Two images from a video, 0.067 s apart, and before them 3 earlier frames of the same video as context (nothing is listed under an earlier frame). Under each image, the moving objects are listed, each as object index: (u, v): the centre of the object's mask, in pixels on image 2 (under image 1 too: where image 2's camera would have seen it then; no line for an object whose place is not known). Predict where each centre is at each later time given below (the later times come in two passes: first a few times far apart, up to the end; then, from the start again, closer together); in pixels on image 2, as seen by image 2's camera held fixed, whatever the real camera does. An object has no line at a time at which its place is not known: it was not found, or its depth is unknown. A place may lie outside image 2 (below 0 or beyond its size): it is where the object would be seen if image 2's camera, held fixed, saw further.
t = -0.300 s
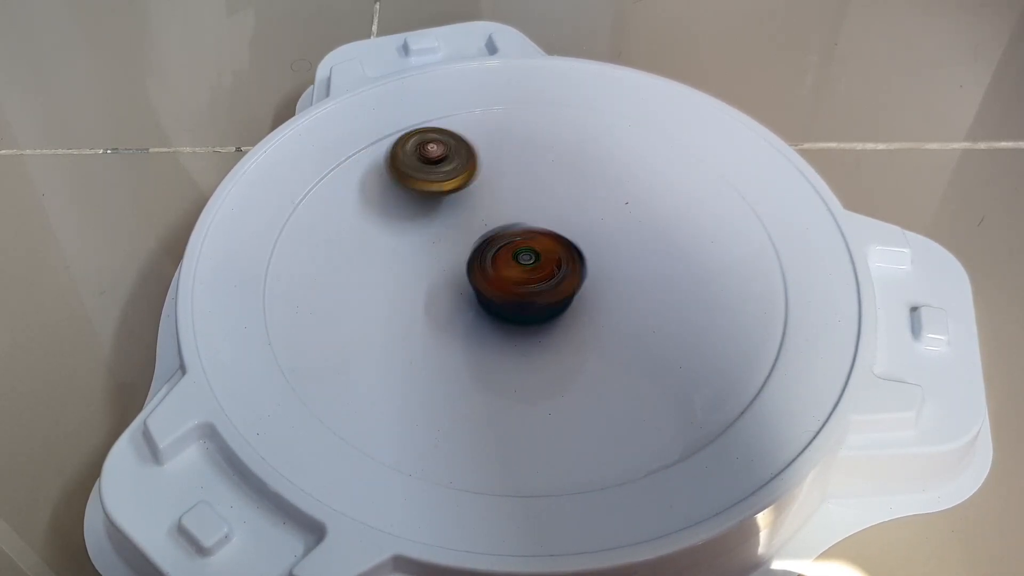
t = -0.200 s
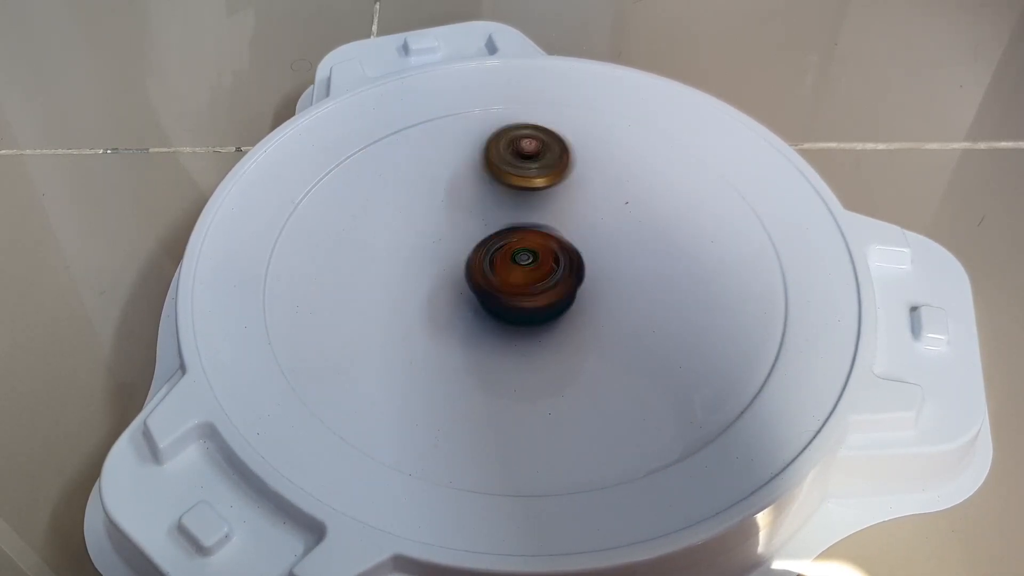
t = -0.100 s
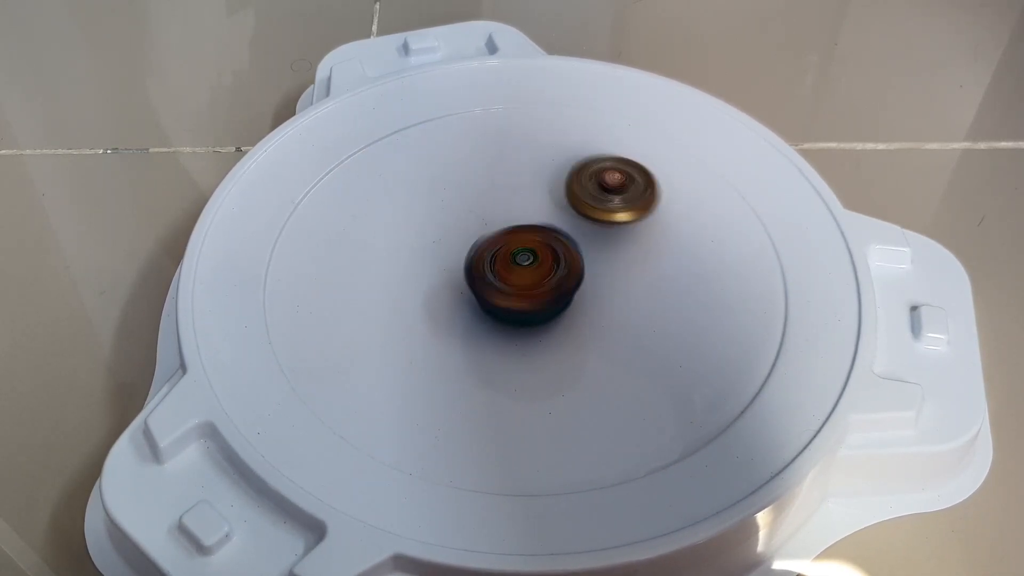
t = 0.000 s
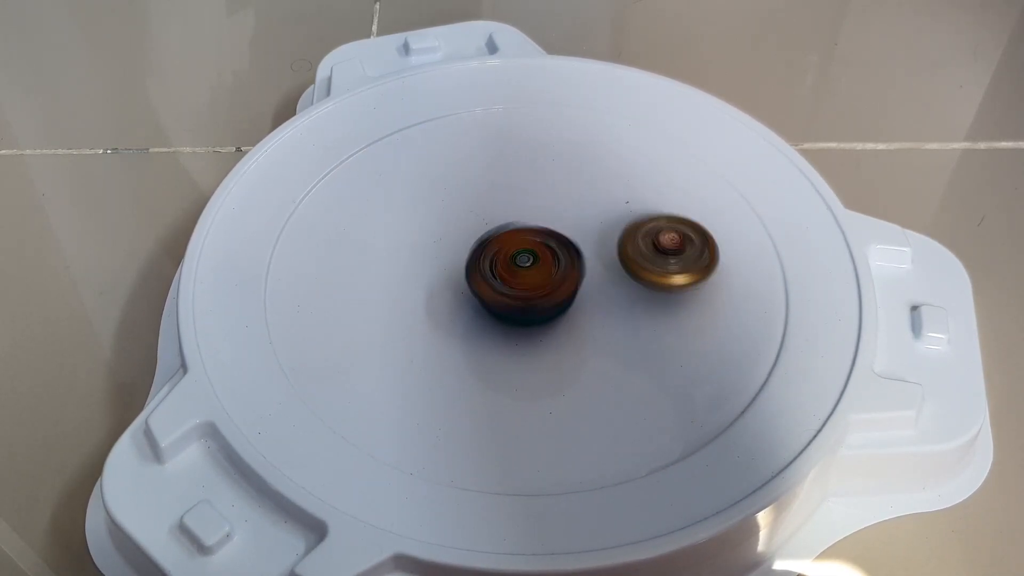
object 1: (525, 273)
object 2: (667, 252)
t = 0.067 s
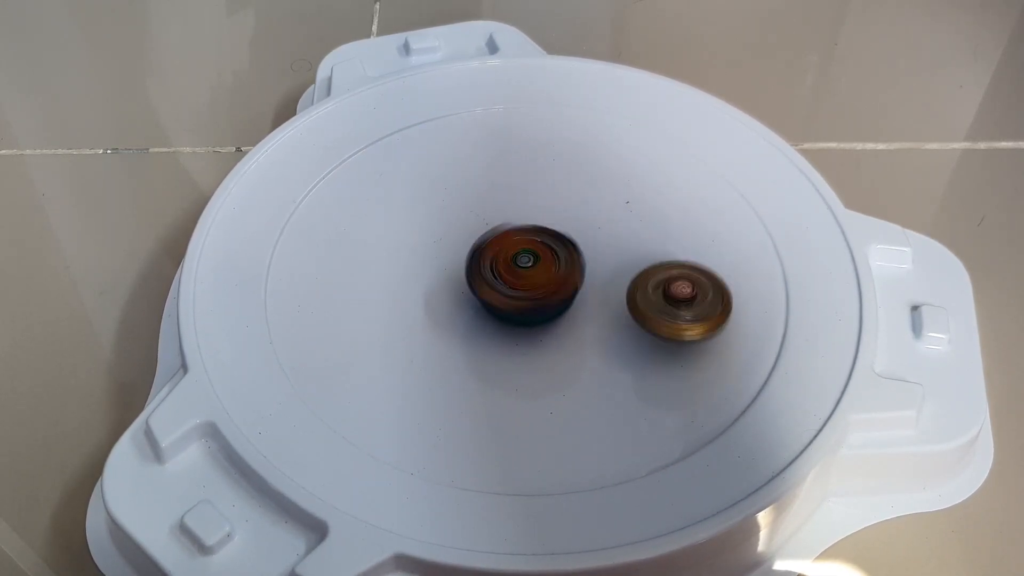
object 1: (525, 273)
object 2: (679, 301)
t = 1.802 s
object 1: (526, 262)
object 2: (414, 254)
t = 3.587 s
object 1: (591, 285)
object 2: (429, 283)
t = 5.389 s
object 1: (565, 281)
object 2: (459, 278)
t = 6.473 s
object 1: (563, 277)
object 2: (462, 313)
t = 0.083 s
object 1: (526, 273)
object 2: (677, 313)
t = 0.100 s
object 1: (526, 273)
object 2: (674, 326)
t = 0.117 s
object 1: (525, 274)
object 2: (670, 336)
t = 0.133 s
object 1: (525, 273)
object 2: (662, 347)
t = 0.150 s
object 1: (526, 273)
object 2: (654, 357)
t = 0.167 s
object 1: (526, 273)
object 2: (645, 364)
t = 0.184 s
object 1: (526, 274)
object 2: (633, 372)
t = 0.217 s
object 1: (527, 273)
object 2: (608, 384)
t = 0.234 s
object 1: (527, 273)
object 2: (592, 390)
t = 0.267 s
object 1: (527, 273)
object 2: (561, 397)
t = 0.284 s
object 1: (527, 273)
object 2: (544, 400)
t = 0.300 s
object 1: (527, 273)
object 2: (528, 400)
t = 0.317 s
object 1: (527, 273)
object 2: (512, 400)
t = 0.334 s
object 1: (528, 273)
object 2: (496, 399)
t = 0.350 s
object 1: (527, 273)
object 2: (480, 395)
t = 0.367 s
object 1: (526, 273)
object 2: (464, 392)
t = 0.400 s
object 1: (527, 273)
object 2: (437, 380)
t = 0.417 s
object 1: (527, 273)
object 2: (424, 373)
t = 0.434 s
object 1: (526, 272)
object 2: (414, 366)
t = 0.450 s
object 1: (526, 273)
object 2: (404, 357)
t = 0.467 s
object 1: (527, 272)
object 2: (396, 349)
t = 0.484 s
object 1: (527, 273)
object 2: (391, 340)
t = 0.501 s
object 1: (526, 273)
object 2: (386, 331)
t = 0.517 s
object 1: (526, 273)
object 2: (382, 321)
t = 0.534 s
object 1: (526, 272)
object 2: (381, 311)
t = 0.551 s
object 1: (526, 273)
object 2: (380, 301)
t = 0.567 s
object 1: (526, 273)
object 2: (379, 292)
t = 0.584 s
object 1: (525, 272)
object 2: (381, 281)
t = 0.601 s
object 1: (526, 273)
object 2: (384, 271)
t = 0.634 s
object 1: (525, 273)
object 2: (393, 251)
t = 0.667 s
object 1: (525, 273)
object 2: (406, 233)
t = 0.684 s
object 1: (525, 273)
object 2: (415, 224)
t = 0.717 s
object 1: (525, 273)
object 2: (433, 208)
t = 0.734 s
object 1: (525, 272)
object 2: (446, 201)
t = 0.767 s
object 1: (524, 273)
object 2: (469, 189)
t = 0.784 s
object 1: (524, 273)
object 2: (483, 184)
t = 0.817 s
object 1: (525, 273)
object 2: (511, 177)
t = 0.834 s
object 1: (524, 273)
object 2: (525, 175)
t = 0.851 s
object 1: (525, 273)
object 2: (539, 173)
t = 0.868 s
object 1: (525, 273)
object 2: (553, 174)
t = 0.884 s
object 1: (525, 273)
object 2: (566, 174)
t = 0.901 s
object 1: (525, 273)
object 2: (580, 176)
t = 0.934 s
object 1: (526, 273)
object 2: (606, 182)
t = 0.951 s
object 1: (526, 273)
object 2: (617, 187)
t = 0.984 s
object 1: (527, 273)
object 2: (641, 199)
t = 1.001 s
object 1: (527, 273)
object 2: (650, 206)
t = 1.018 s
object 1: (527, 273)
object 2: (660, 213)
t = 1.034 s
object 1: (527, 273)
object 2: (668, 222)
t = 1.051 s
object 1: (528, 273)
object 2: (675, 231)
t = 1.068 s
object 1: (527, 273)
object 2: (681, 240)
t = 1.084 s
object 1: (527, 272)
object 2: (686, 250)
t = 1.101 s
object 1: (527, 273)
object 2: (688, 260)
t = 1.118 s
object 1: (528, 273)
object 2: (690, 270)
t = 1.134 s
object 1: (528, 272)
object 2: (689, 280)
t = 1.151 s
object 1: (527, 272)
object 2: (687, 291)
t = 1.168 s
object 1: (527, 272)
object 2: (684, 299)
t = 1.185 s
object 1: (528, 272)
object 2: (679, 308)
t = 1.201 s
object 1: (527, 272)
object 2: (673, 316)
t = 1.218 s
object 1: (527, 272)
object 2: (667, 323)
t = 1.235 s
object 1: (527, 272)
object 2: (658, 329)
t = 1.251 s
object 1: (528, 272)
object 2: (650, 335)
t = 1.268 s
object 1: (527, 272)
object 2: (641, 340)
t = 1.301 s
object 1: (527, 272)
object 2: (619, 348)
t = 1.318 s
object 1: (528, 272)
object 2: (609, 351)
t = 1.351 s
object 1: (526, 272)
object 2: (586, 355)
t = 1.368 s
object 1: (526, 271)
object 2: (574, 355)
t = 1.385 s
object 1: (527, 271)
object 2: (562, 354)
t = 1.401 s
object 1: (526, 270)
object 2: (550, 354)
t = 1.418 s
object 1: (524, 269)
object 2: (540, 355)
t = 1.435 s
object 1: (523, 267)
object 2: (531, 355)
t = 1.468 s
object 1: (520, 264)
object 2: (511, 355)
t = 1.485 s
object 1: (519, 263)
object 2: (502, 353)
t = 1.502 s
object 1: (519, 263)
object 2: (492, 349)
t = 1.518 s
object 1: (518, 263)
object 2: (482, 347)
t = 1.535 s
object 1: (518, 262)
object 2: (474, 343)
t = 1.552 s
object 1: (518, 262)
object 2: (466, 339)
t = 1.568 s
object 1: (518, 262)
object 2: (457, 337)
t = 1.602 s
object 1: (519, 262)
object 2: (443, 330)
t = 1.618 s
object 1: (520, 263)
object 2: (436, 326)
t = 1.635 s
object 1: (520, 263)
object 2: (430, 321)
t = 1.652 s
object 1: (521, 263)
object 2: (425, 316)
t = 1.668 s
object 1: (523, 263)
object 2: (420, 310)
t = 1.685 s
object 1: (523, 263)
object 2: (416, 303)
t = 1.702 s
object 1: (523, 263)
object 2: (413, 297)
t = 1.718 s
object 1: (523, 263)
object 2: (411, 290)
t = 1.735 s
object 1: (525, 263)
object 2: (410, 283)
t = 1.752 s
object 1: (525, 262)
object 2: (409, 275)
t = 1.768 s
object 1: (525, 263)
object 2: (410, 268)
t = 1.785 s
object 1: (526, 263)
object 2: (412, 262)
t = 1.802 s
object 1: (526, 262)
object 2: (414, 254)
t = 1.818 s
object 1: (526, 262)
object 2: (418, 247)
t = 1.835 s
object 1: (526, 262)
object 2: (423, 241)
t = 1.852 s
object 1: (525, 262)
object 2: (427, 235)
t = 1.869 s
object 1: (526, 262)
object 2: (432, 230)
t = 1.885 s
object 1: (530, 262)
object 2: (437, 225)
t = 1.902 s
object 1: (535, 262)
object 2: (440, 221)
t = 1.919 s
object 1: (544, 263)
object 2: (438, 217)
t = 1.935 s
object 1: (554, 264)
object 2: (437, 214)
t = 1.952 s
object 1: (565, 266)
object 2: (438, 211)
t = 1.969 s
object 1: (576, 268)
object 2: (441, 209)
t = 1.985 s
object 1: (586, 271)
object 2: (444, 207)
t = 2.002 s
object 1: (597, 275)
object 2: (449, 208)
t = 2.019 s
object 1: (606, 279)
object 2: (455, 207)
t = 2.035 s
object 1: (616, 283)
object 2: (461, 207)
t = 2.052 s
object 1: (626, 287)
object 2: (468, 207)
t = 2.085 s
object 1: (645, 299)
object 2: (484, 209)
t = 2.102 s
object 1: (652, 305)
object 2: (492, 209)
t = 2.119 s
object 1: (658, 310)
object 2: (500, 210)
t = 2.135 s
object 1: (664, 317)
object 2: (507, 212)
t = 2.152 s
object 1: (669, 321)
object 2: (514, 215)
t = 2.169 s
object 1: (672, 326)
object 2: (522, 217)
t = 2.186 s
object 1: (674, 330)
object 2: (530, 220)
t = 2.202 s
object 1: (675, 334)
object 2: (538, 223)
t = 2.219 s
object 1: (675, 337)
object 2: (545, 227)
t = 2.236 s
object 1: (674, 339)
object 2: (552, 231)
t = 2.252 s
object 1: (672, 340)
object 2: (559, 236)
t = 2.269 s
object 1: (671, 341)
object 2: (565, 241)
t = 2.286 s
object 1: (667, 341)
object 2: (571, 246)
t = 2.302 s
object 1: (664, 340)
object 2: (576, 252)
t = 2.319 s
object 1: (659, 340)
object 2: (581, 258)
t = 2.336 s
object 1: (655, 338)
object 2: (585, 265)
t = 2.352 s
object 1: (654, 337)
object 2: (586, 270)
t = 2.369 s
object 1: (667, 337)
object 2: (562, 273)
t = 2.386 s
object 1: (679, 338)
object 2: (539, 274)
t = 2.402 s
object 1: (690, 337)
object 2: (517, 276)
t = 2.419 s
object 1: (699, 336)
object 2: (497, 277)
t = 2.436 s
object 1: (706, 334)
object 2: (479, 277)
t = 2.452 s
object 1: (713, 332)
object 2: (462, 277)
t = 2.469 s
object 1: (717, 331)
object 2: (446, 276)
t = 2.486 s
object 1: (720, 329)
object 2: (431, 274)
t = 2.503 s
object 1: (721, 327)
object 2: (419, 271)
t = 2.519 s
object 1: (721, 326)
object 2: (408, 269)
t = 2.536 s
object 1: (720, 325)
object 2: (398, 266)
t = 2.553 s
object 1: (718, 324)
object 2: (390, 262)
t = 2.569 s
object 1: (715, 323)
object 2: (384, 258)
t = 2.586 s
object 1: (711, 322)
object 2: (379, 254)
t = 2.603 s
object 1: (706, 321)
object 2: (375, 250)
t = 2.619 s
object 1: (700, 320)
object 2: (372, 246)
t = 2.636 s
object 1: (694, 319)
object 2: (370, 242)
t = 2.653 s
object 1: (688, 317)
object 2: (369, 238)
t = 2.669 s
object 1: (682, 315)
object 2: (370, 234)
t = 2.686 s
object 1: (676, 313)
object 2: (370, 230)
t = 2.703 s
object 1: (670, 311)
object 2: (372, 226)
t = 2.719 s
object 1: (664, 309)
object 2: (374, 222)
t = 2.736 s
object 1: (658, 306)
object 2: (378, 218)
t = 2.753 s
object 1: (653, 303)
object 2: (382, 215)
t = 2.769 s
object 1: (647, 300)
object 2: (387, 213)
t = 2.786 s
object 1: (642, 297)
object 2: (392, 211)
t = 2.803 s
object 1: (637, 294)
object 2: (399, 209)
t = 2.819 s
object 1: (633, 291)
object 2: (406, 208)
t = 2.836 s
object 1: (630, 288)
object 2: (414, 207)
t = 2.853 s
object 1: (626, 285)
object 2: (423, 207)
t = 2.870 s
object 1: (623, 282)
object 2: (431, 208)
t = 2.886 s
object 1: (621, 279)
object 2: (441, 210)
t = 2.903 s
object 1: (619, 277)
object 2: (450, 212)
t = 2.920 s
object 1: (618, 274)
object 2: (459, 214)
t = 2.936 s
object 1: (617, 272)
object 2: (468, 218)
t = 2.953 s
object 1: (616, 270)
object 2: (478, 221)
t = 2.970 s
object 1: (616, 269)
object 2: (487, 226)
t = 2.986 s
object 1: (616, 268)
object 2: (496, 231)
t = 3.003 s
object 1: (616, 267)
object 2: (504, 236)
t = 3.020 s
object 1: (616, 267)
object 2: (512, 241)
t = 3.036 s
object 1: (618, 266)
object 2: (517, 246)
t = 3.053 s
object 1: (624, 261)
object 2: (511, 250)
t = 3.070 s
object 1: (631, 261)
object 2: (502, 259)
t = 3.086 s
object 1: (636, 260)
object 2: (495, 263)
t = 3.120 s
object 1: (643, 259)
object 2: (484, 273)
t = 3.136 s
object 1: (645, 259)
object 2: (480, 278)
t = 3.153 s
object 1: (646, 259)
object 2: (475, 282)
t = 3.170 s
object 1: (647, 259)
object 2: (470, 287)
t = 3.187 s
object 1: (646, 259)
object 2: (464, 291)
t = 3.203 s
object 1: (645, 260)
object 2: (460, 293)
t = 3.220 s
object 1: (644, 259)
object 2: (456, 296)
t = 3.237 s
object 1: (641, 260)
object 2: (452, 299)
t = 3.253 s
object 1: (638, 260)
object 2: (449, 301)
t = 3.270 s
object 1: (633, 260)
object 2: (444, 302)
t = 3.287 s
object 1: (628, 261)
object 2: (440, 303)
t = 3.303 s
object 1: (623, 261)
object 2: (436, 304)
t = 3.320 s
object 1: (617, 261)
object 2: (433, 305)
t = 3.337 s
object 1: (613, 262)
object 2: (429, 304)
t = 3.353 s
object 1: (609, 263)
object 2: (425, 304)
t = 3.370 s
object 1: (605, 264)
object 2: (422, 304)
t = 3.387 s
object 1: (602, 266)
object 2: (419, 303)
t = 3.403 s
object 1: (599, 267)
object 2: (416, 303)
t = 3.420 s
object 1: (597, 269)
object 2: (413, 302)
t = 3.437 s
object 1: (595, 271)
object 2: (411, 301)
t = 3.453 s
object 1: (593, 273)
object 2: (409, 299)
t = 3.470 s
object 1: (592, 275)
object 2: (409, 297)
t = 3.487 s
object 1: (591, 277)
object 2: (409, 295)
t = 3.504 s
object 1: (590, 279)
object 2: (409, 293)
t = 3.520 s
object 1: (590, 281)
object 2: (412, 290)
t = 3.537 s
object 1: (590, 282)
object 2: (415, 289)
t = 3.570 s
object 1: (591, 284)
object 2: (424, 284)
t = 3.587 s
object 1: (591, 285)
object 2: (429, 283)
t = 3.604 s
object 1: (592, 285)
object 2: (435, 281)
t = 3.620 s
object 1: (591, 285)
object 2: (441, 280)
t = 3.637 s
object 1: (591, 284)
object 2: (448, 279)
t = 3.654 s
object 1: (591, 284)
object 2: (455, 279)
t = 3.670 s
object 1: (590, 283)
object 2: (462, 278)
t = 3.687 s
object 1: (589, 282)
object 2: (469, 278)
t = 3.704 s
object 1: (589, 281)
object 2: (476, 278)
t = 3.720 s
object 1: (589, 280)
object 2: (483, 278)
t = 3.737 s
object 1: (590, 279)
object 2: (491, 279)
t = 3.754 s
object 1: (592, 276)
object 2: (494, 278)
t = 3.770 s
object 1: (594, 273)
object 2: (494, 279)
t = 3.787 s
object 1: (596, 271)
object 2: (494, 282)
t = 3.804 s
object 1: (597, 268)
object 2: (493, 290)
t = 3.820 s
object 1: (598, 266)
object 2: (489, 296)
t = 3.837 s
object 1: (599, 264)
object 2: (484, 299)
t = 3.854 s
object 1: (600, 263)
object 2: (480, 302)
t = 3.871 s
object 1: (600, 262)
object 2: (475, 304)
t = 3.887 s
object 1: (601, 262)
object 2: (470, 305)
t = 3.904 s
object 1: (601, 262)
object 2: (464, 305)
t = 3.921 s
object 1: (601, 262)
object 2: (459, 305)
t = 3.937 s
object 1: (600, 262)
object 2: (453, 306)
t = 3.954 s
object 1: (599, 263)
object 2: (447, 305)
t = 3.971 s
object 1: (597, 263)
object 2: (442, 303)
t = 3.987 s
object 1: (595, 264)
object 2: (437, 301)
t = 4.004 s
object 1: (593, 264)
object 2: (432, 300)
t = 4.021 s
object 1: (591, 265)
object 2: (428, 297)
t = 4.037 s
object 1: (589, 266)
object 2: (424, 293)
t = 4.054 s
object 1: (587, 268)
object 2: (421, 289)
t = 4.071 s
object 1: (584, 269)
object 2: (420, 285)
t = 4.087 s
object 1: (582, 271)
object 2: (419, 281)
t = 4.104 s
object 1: (581, 273)
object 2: (420, 276)
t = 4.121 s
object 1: (580, 274)
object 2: (422, 272)
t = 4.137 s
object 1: (579, 276)
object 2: (425, 268)
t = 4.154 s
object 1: (579, 278)
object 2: (429, 266)
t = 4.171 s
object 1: (579, 279)
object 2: (434, 263)
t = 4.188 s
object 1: (579, 280)
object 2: (440, 260)
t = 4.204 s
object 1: (579, 281)
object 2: (446, 258)
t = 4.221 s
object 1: (579, 282)
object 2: (453, 257)
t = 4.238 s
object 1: (580, 282)
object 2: (460, 255)
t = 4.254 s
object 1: (580, 282)
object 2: (467, 254)
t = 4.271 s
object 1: (579, 282)
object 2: (475, 254)
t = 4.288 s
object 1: (579, 282)
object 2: (482, 254)
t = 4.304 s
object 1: (582, 281)
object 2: (486, 255)
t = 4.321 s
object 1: (584, 280)
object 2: (488, 256)
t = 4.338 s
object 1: (586, 278)
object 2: (489, 257)
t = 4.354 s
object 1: (588, 277)
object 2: (489, 258)
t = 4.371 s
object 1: (590, 275)
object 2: (487, 259)
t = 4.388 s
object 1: (592, 274)
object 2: (483, 260)
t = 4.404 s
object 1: (594, 274)
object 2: (479, 261)
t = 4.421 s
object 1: (595, 273)
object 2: (476, 261)
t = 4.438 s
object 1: (596, 273)
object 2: (473, 262)
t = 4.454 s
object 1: (596, 273)
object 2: (471, 262)
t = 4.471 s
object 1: (596, 273)
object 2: (469, 261)
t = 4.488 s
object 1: (595, 273)
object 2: (467, 262)
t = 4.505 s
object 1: (594, 272)
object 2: (466, 262)
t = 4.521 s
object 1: (592, 272)
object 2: (465, 261)
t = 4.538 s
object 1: (591, 272)
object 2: (465, 261)
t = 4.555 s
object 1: (589, 272)
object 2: (464, 261)
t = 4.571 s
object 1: (586, 272)
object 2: (463, 260)
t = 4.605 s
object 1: (581, 273)
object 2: (464, 260)
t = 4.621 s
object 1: (579, 274)
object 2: (465, 260)
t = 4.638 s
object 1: (577, 274)
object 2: (466, 260)
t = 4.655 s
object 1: (575, 275)
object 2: (466, 261)
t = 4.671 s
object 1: (575, 275)
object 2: (464, 261)
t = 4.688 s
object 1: (574, 276)
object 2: (463, 262)
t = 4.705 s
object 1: (574, 276)
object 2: (462, 262)
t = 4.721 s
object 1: (573, 277)
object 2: (463, 263)
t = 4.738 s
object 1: (572, 277)
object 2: (462, 264)
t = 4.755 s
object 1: (571, 278)
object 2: (462, 265)
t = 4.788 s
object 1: (568, 279)
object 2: (463, 266)
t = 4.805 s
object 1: (568, 279)
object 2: (462, 268)
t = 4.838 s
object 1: (566, 280)
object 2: (461, 270)
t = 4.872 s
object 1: (566, 281)
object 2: (461, 272)
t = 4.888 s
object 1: (565, 282)
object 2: (461, 273)
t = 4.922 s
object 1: (566, 283)
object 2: (459, 276)
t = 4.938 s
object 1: (565, 283)
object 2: (457, 277)
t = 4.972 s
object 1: (564, 283)
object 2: (456, 279)
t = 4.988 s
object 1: (563, 283)
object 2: (455, 280)
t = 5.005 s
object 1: (562, 284)
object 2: (455, 280)
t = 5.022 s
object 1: (561, 284)
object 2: (455, 281)
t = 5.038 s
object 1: (561, 285)
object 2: (456, 281)
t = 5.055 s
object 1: (561, 285)
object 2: (456, 282)
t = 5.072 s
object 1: (561, 285)
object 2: (456, 283)
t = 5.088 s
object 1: (561, 286)
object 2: (455, 282)
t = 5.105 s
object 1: (561, 287)
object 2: (455, 282)
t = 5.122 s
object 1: (561, 286)
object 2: (456, 283)
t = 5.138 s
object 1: (560, 286)
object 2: (456, 282)
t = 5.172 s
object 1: (560, 286)
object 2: (456, 283)
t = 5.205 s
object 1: (561, 285)
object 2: (456, 283)
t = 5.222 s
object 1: (561, 285)
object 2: (456, 283)
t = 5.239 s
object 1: (561, 285)
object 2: (456, 283)
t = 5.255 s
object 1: (561, 284)
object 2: (456, 282)
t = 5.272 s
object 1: (562, 284)
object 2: (457, 282)
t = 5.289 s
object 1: (562, 283)
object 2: (457, 282)
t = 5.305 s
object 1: (563, 283)
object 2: (456, 281)
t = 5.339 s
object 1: (564, 282)
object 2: (457, 280)
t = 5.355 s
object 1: (564, 281)
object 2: (457, 279)
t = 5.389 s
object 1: (565, 281)
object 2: (459, 278)
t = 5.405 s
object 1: (565, 281)
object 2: (459, 278)
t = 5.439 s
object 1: (566, 280)
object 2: (458, 278)
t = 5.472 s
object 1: (566, 280)
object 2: (460, 277)
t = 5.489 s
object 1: (567, 280)
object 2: (458, 277)
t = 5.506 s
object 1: (568, 280)
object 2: (457, 277)
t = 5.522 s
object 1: (568, 280)
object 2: (456, 277)
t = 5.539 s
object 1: (568, 280)
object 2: (456, 277)
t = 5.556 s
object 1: (567, 280)
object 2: (456, 276)
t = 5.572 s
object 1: (567, 280)
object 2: (457, 276)
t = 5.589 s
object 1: (566, 280)
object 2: (457, 277)
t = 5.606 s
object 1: (565, 280)
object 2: (458, 276)
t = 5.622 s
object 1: (565, 281)
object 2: (460, 276)
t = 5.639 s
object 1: (565, 281)
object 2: (461, 275)
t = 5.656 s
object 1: (566, 281)
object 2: (460, 276)
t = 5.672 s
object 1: (567, 280)
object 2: (460, 276)
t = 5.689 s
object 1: (568, 280)
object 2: (460, 276)
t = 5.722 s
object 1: (568, 279)
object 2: (460, 276)
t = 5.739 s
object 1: (568, 278)
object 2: (459, 277)
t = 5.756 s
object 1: (568, 278)
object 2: (459, 277)
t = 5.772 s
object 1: (568, 278)
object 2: (458, 277)
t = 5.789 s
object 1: (568, 278)
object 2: (458, 278)
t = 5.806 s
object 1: (567, 278)
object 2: (458, 279)
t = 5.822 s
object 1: (567, 279)
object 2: (458, 280)
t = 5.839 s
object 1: (567, 278)
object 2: (455, 281)
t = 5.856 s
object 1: (568, 278)
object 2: (452, 282)
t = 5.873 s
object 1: (569, 278)
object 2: (450, 282)
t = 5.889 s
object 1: (569, 278)
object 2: (449, 283)
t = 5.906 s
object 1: (569, 278)
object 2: (448, 284)
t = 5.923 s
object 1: (569, 278)
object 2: (447, 284)
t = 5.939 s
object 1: (568, 278)
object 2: (446, 285)
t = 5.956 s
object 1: (567, 278)
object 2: (446, 285)
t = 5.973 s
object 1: (566, 279)
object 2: (447, 286)
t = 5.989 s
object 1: (565, 279)
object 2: (447, 286)
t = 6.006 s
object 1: (564, 279)
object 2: (447, 286)
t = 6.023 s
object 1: (563, 279)
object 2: (448, 286)
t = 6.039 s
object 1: (562, 280)
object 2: (450, 286)
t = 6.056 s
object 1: (561, 280)
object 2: (452, 286)
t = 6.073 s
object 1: (562, 280)
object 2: (451, 288)
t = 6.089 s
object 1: (568, 277)
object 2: (442, 293)
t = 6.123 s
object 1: (578, 272)
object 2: (430, 301)
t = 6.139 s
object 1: (582, 269)
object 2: (426, 305)
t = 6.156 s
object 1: (584, 268)
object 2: (424, 307)
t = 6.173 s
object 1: (585, 268)
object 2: (423, 308)
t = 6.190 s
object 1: (586, 267)
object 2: (423, 309)
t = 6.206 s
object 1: (586, 267)
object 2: (422, 310)
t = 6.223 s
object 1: (586, 268)
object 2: (422, 311)
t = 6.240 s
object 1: (586, 268)
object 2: (422, 311)
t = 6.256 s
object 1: (585, 269)
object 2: (423, 313)
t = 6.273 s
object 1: (585, 269)
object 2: (424, 314)
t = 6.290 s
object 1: (584, 270)
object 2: (426, 313)
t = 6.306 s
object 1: (583, 270)
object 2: (427, 314)
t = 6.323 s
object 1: (583, 271)
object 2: (429, 315)
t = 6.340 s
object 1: (582, 272)
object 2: (433, 316)
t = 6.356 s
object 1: (580, 274)
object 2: (437, 317)
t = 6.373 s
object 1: (579, 275)
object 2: (441, 317)
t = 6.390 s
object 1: (577, 277)
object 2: (444, 317)
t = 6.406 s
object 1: (574, 277)
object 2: (448, 316)
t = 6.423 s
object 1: (571, 278)
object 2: (451, 316)
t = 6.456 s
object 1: (566, 277)
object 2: (458, 314)
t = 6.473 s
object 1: (563, 277)
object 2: (462, 313)
